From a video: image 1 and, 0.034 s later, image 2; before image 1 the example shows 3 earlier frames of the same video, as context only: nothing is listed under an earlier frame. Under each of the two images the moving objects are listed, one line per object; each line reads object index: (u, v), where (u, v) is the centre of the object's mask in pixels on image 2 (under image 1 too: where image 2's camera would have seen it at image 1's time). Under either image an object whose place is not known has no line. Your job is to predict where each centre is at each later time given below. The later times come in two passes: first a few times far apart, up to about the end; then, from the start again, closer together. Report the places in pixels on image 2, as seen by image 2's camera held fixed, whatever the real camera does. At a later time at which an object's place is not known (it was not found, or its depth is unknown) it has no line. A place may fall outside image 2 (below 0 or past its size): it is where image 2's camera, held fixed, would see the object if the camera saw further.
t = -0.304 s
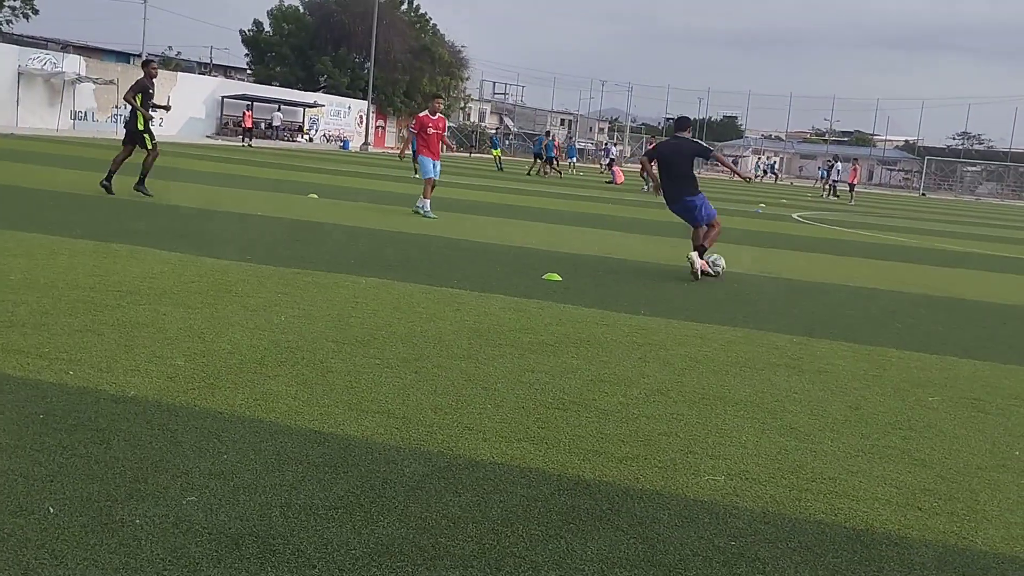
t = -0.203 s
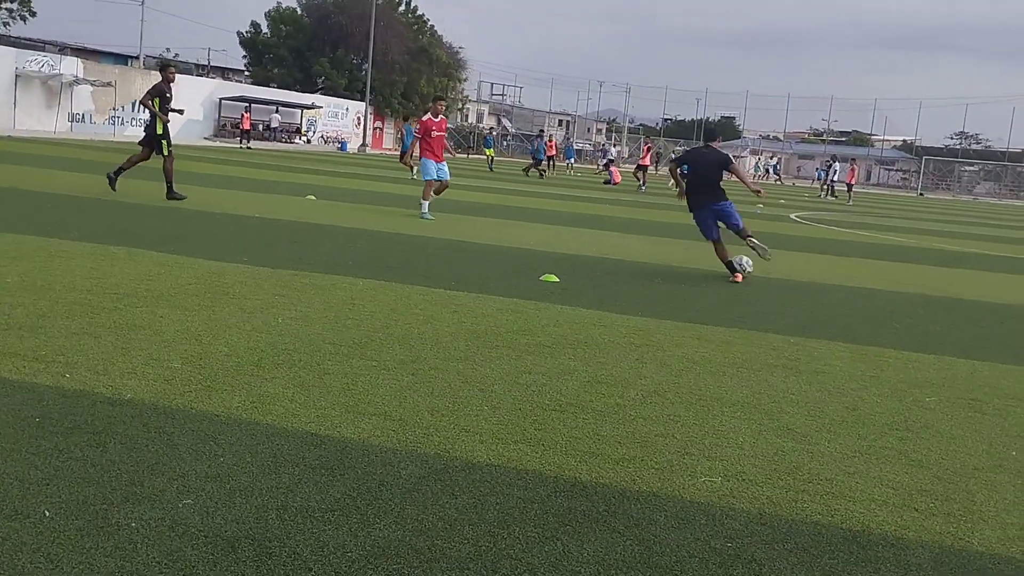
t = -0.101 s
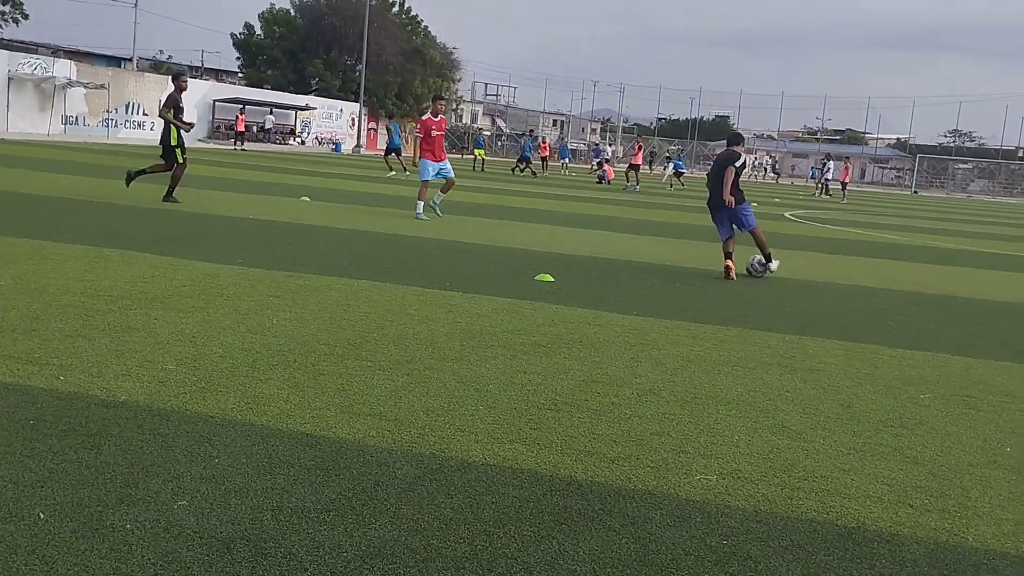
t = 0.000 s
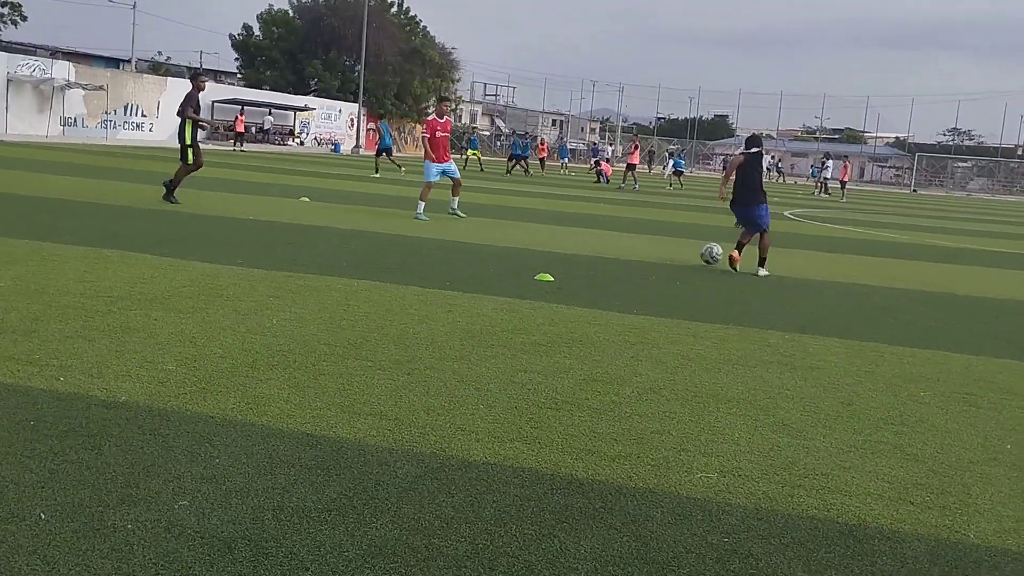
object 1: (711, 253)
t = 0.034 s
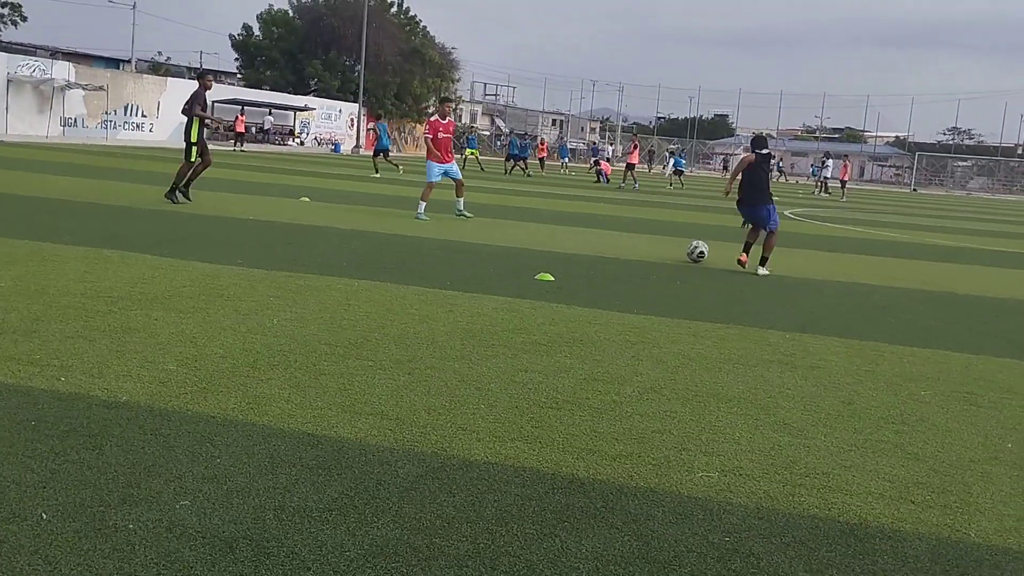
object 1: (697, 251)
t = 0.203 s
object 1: (644, 243)
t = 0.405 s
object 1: (602, 234)
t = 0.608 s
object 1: (568, 226)
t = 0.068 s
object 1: (684, 250)
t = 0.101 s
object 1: (673, 247)
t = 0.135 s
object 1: (663, 245)
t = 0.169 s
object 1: (653, 244)
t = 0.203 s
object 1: (644, 243)
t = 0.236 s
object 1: (636, 241)
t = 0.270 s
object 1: (629, 239)
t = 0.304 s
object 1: (622, 238)
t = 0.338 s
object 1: (615, 237)
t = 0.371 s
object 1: (609, 235)
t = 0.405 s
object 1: (602, 234)
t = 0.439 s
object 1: (596, 233)
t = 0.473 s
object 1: (590, 231)
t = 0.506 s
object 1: (585, 230)
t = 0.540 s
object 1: (579, 229)
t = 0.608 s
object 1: (568, 226)
